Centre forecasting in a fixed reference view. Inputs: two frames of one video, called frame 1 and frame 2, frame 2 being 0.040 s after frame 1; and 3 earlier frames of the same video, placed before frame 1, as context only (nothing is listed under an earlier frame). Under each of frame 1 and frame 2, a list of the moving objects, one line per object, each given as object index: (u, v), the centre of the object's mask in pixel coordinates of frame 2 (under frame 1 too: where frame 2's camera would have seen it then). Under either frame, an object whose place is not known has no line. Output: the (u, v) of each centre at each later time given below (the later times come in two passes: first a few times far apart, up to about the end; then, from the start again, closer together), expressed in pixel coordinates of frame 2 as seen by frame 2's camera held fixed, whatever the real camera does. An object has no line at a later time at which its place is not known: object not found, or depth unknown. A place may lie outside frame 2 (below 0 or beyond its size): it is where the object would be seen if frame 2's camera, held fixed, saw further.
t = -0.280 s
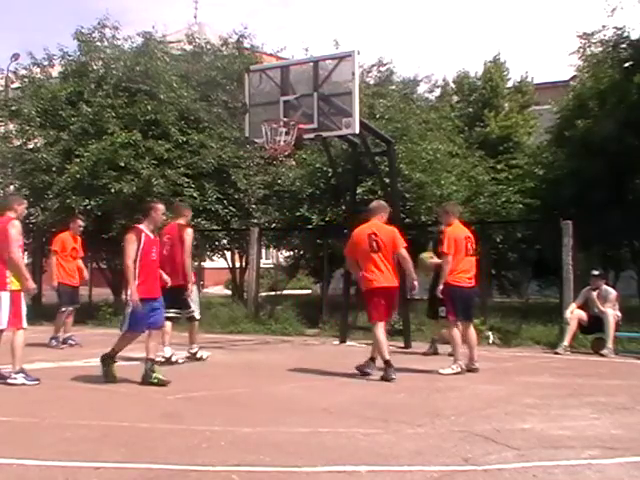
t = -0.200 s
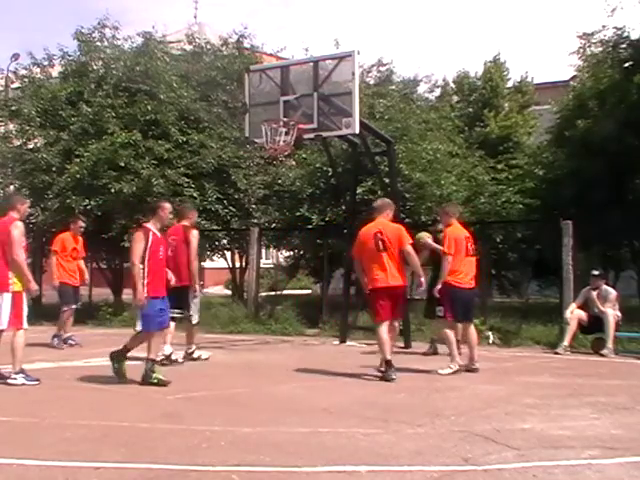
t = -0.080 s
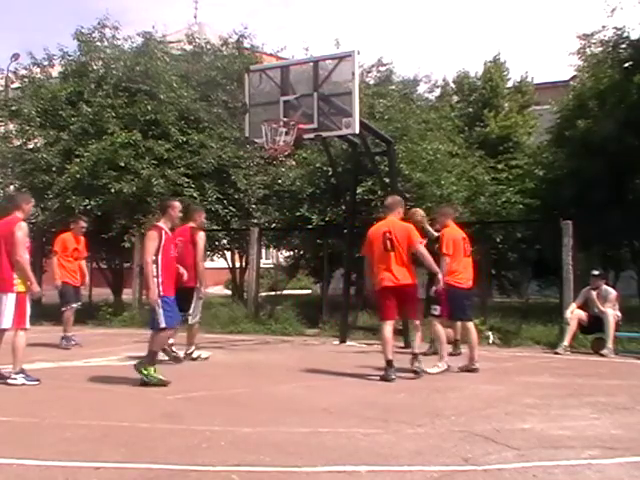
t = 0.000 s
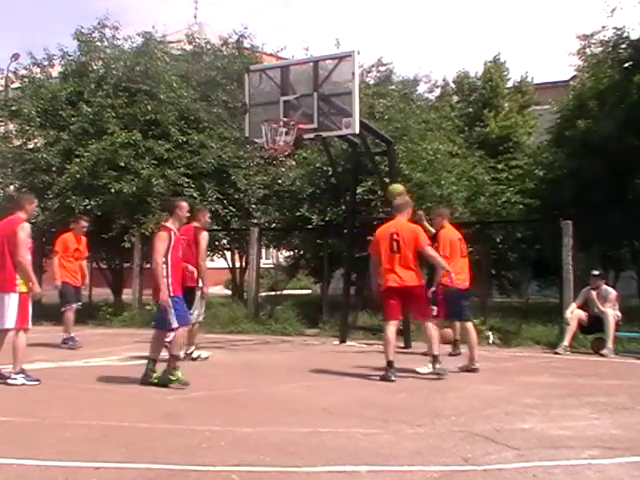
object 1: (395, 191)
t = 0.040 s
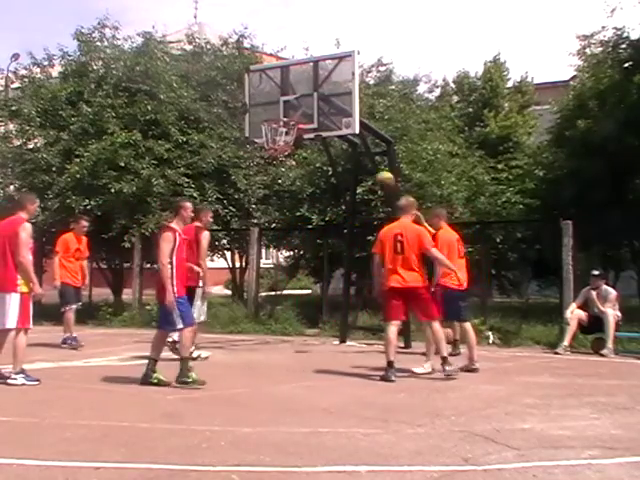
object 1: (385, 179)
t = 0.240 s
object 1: (323, 137)
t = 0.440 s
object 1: (254, 120)
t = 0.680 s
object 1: (165, 149)
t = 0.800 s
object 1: (117, 184)
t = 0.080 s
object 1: (373, 169)
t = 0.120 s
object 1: (360, 160)
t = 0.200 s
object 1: (336, 143)
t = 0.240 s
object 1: (323, 137)
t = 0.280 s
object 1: (311, 132)
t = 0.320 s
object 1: (295, 127)
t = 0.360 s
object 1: (283, 123)
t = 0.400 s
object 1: (269, 120)
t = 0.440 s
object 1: (254, 120)
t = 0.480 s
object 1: (241, 122)
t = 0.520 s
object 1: (226, 122)
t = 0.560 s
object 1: (212, 128)
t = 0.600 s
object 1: (197, 135)
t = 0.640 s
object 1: (181, 141)
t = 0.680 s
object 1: (165, 149)
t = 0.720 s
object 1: (151, 162)
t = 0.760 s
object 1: (134, 173)
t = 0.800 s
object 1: (117, 184)
